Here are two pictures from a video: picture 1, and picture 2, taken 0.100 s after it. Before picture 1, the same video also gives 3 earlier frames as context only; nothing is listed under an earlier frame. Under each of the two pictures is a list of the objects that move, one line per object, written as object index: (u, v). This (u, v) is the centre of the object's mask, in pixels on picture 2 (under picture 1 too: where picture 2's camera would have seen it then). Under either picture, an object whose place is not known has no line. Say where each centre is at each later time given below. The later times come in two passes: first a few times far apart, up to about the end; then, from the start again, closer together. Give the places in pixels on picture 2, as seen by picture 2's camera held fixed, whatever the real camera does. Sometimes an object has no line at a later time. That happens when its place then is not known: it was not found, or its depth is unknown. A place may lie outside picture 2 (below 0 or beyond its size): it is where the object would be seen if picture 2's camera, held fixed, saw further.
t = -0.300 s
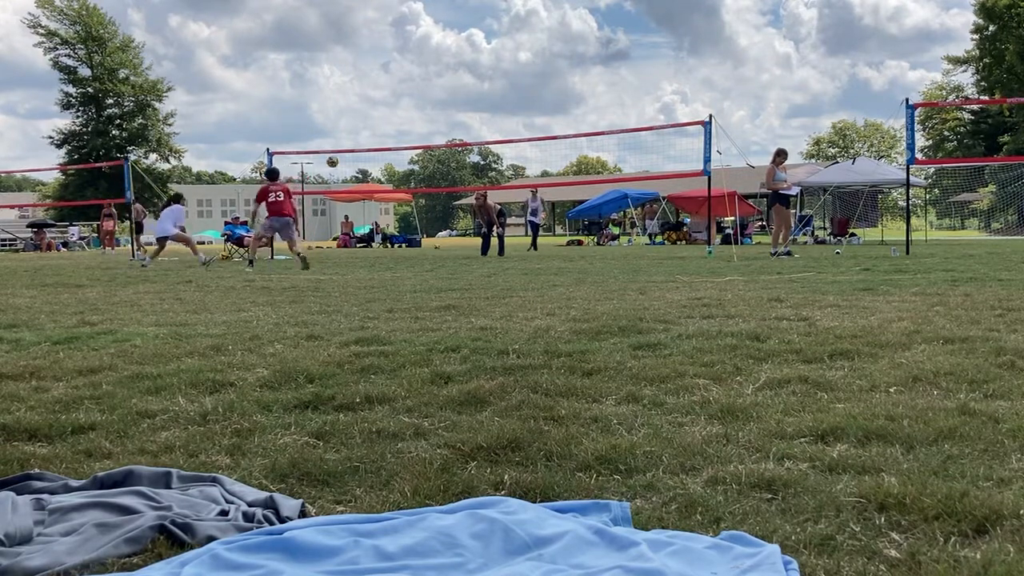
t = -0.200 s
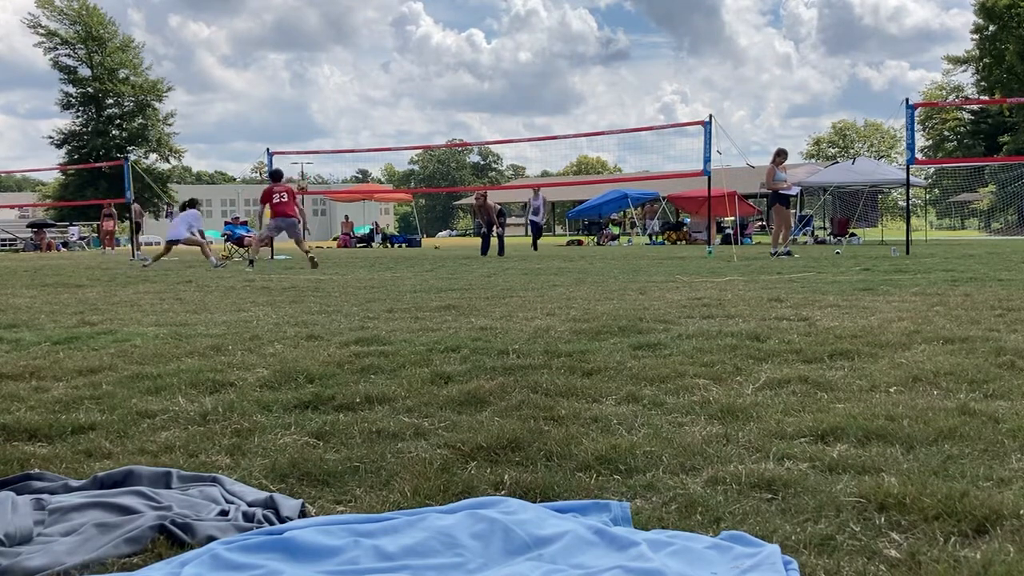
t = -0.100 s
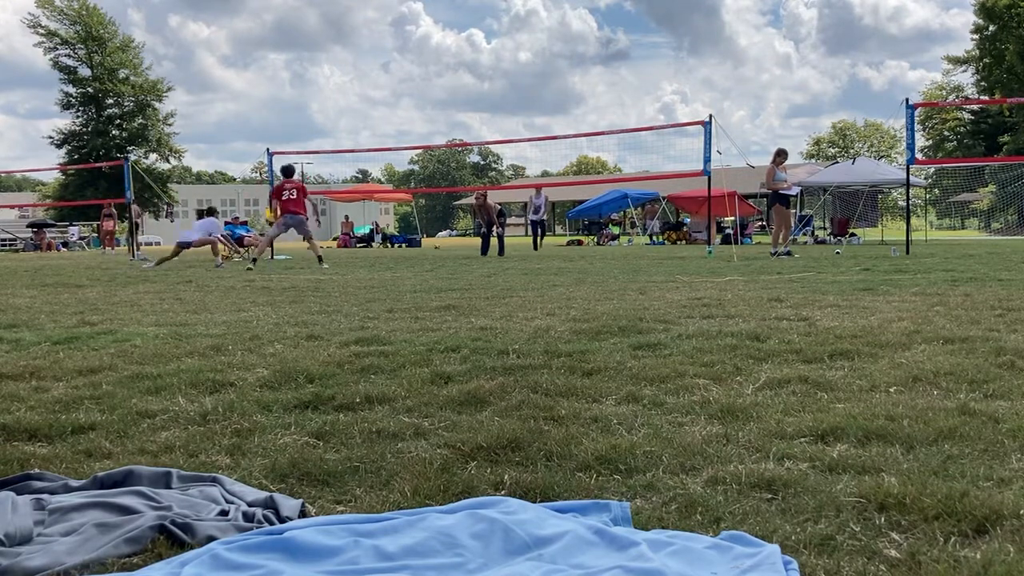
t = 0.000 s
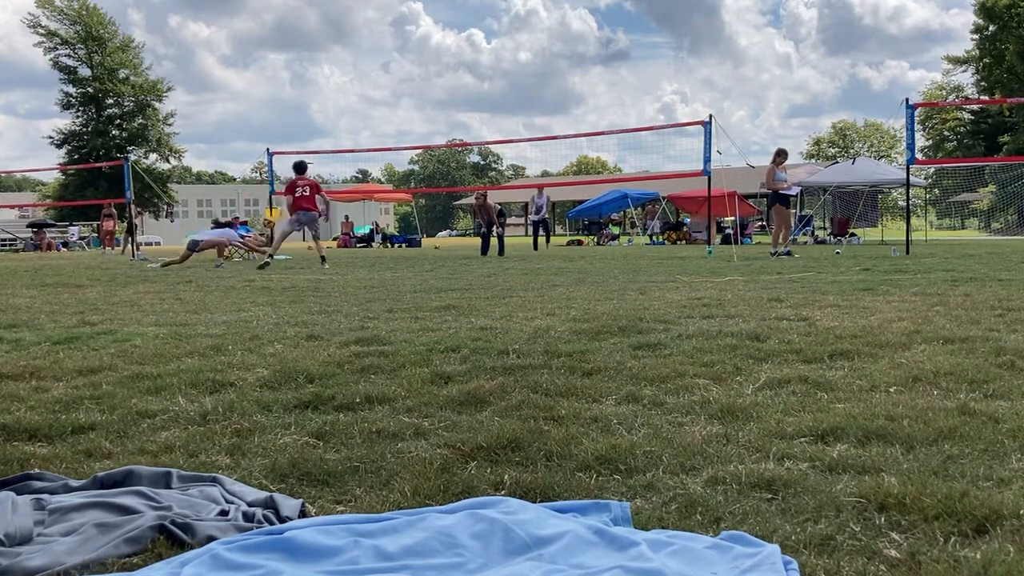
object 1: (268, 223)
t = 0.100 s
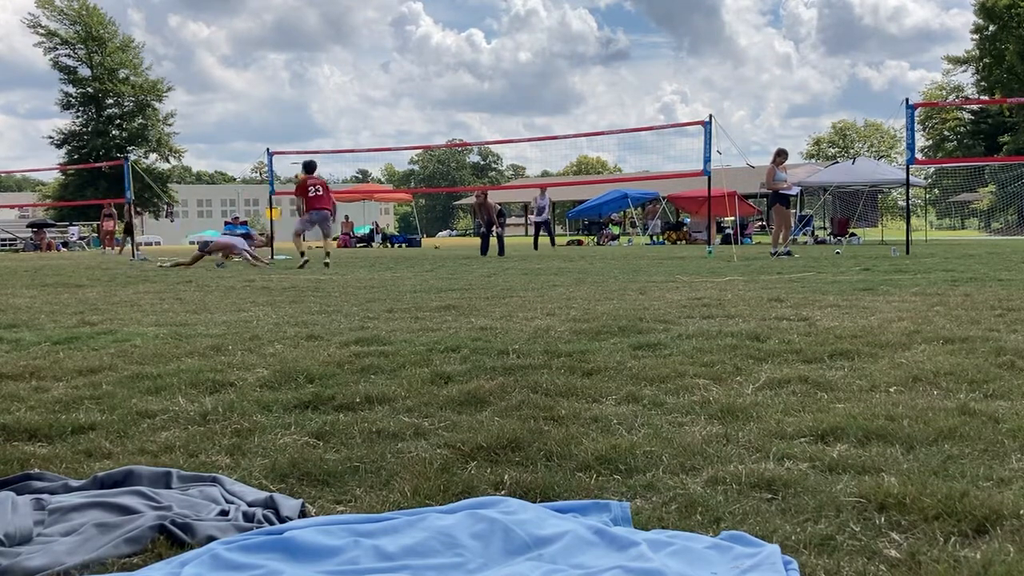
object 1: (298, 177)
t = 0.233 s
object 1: (339, 132)
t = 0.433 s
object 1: (397, 81)
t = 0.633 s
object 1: (454, 53)
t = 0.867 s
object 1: (520, 50)
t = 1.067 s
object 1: (577, 72)
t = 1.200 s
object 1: (615, 98)
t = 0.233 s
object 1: (339, 132)
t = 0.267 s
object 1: (348, 122)
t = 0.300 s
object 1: (358, 113)
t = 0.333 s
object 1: (368, 104)
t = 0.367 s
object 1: (377, 96)
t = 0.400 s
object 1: (387, 88)
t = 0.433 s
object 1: (397, 81)
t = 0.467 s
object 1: (406, 75)
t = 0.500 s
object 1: (416, 70)
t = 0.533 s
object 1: (425, 65)
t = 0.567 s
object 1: (435, 60)
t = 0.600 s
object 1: (444, 57)
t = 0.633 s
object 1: (454, 53)
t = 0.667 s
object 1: (464, 51)
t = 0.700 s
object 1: (473, 49)
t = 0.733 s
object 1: (483, 48)
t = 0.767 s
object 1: (492, 47)
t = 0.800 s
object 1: (501, 48)
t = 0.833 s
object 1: (511, 49)
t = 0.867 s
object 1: (520, 50)
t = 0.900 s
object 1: (530, 52)
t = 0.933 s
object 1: (539, 55)
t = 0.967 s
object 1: (549, 58)
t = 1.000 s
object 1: (558, 63)
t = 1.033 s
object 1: (568, 67)
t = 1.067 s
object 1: (577, 72)
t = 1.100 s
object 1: (587, 77)
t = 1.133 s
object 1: (596, 84)
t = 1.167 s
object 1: (605, 91)
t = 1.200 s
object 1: (615, 98)
